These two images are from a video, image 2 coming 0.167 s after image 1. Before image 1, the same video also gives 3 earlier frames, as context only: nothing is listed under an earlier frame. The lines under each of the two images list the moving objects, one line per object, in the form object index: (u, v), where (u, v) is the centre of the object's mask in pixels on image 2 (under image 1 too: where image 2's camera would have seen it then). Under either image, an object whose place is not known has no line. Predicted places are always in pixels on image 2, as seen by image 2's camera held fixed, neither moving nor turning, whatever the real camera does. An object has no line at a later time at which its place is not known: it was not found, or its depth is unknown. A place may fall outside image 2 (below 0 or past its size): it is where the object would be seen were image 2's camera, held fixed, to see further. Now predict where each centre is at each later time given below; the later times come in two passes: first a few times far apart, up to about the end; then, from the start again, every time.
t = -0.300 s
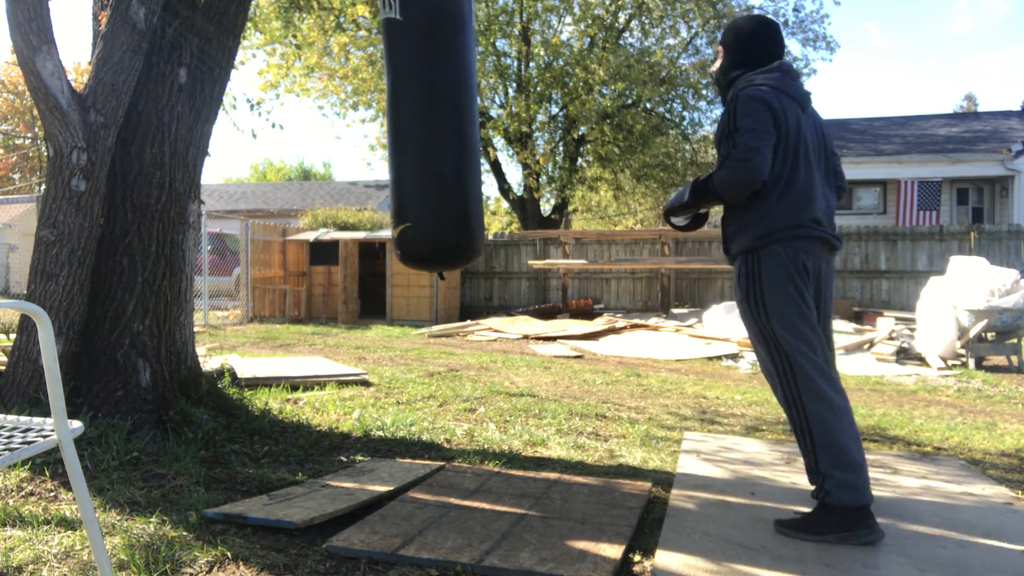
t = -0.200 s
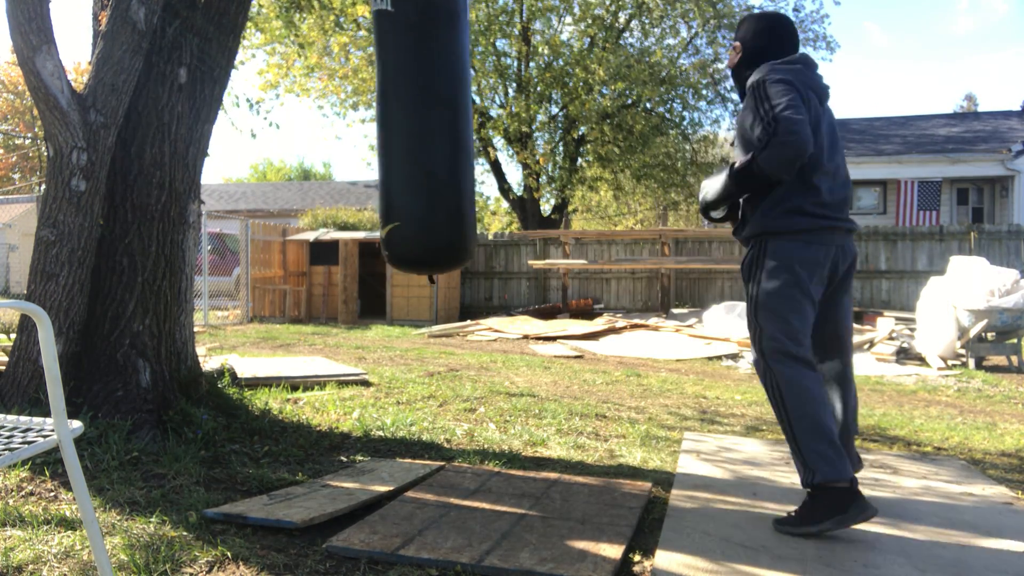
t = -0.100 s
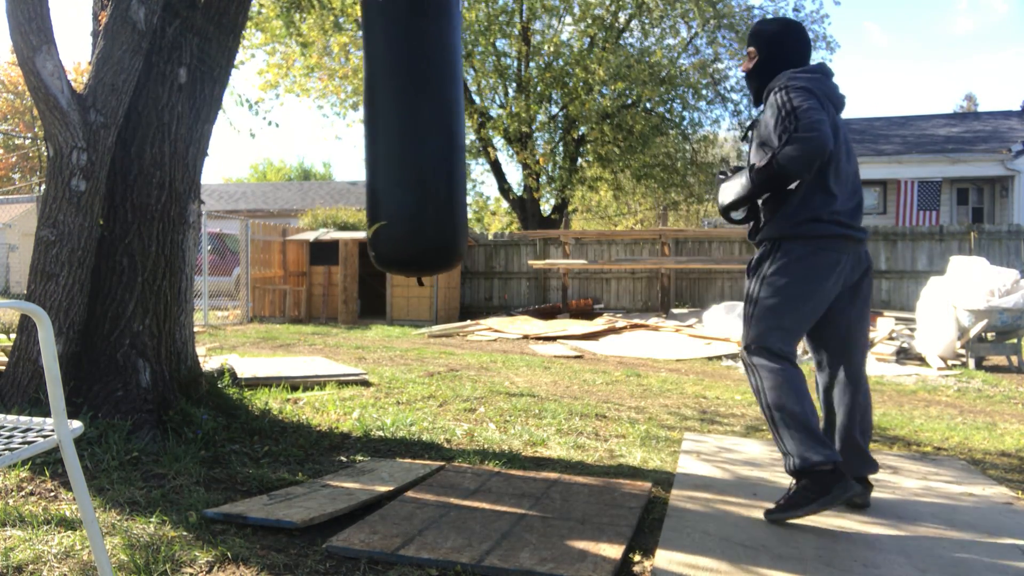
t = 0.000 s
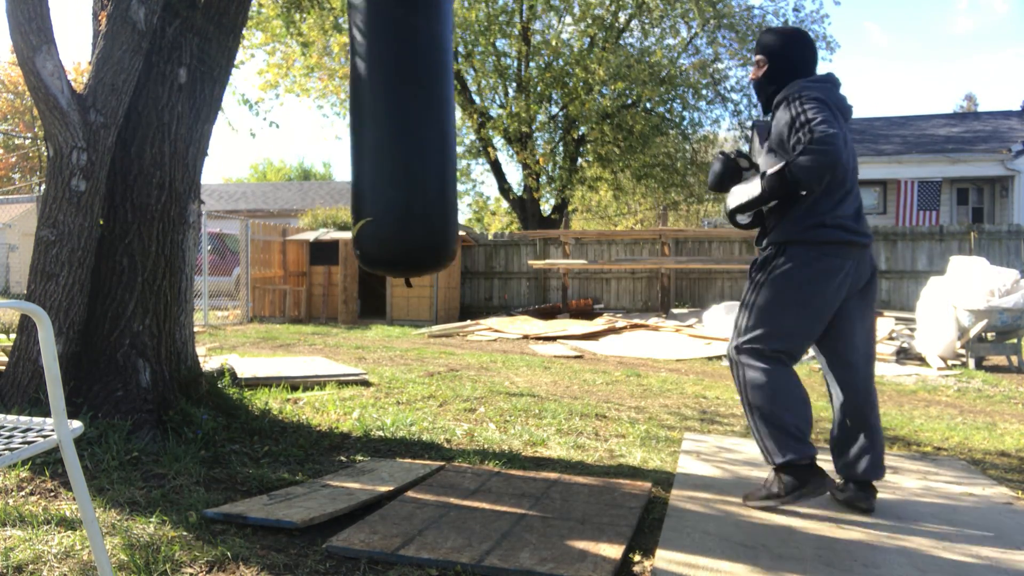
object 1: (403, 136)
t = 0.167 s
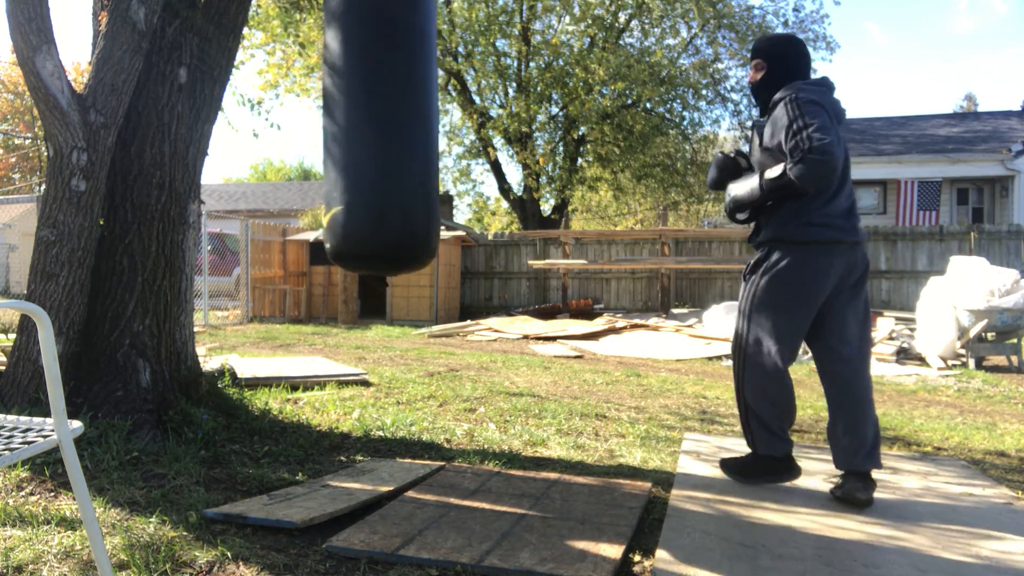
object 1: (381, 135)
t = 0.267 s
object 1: (366, 134)
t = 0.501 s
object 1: (330, 128)
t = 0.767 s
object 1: (299, 121)
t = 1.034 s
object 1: (290, 119)
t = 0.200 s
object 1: (376, 135)
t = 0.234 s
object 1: (371, 134)
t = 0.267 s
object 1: (366, 134)
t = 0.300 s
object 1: (361, 133)
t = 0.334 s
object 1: (355, 133)
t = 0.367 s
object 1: (350, 132)
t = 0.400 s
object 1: (345, 131)
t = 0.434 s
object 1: (340, 130)
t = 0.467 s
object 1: (335, 129)
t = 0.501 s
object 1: (330, 128)
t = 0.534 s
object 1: (325, 127)
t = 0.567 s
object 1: (321, 127)
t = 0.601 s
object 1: (316, 126)
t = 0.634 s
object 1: (312, 125)
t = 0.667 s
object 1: (308, 123)
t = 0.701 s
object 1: (305, 123)
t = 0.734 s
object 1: (302, 122)
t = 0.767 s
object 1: (299, 121)
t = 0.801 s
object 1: (296, 120)
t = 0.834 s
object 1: (294, 120)
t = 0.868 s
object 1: (292, 119)
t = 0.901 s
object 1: (291, 119)
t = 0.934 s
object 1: (290, 119)
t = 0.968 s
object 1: (290, 119)
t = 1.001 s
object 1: (290, 119)
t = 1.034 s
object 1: (290, 119)
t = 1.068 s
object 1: (291, 119)
